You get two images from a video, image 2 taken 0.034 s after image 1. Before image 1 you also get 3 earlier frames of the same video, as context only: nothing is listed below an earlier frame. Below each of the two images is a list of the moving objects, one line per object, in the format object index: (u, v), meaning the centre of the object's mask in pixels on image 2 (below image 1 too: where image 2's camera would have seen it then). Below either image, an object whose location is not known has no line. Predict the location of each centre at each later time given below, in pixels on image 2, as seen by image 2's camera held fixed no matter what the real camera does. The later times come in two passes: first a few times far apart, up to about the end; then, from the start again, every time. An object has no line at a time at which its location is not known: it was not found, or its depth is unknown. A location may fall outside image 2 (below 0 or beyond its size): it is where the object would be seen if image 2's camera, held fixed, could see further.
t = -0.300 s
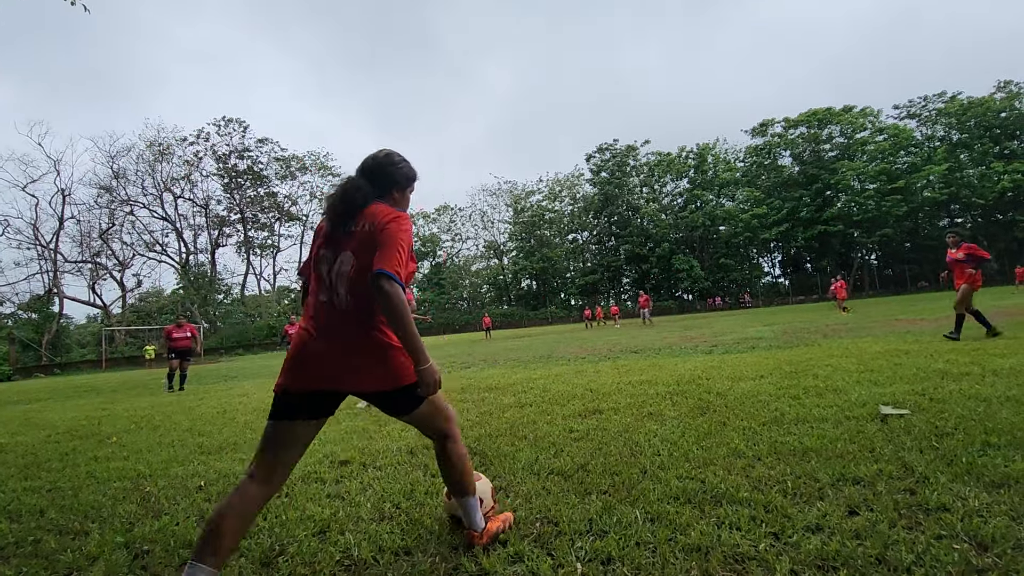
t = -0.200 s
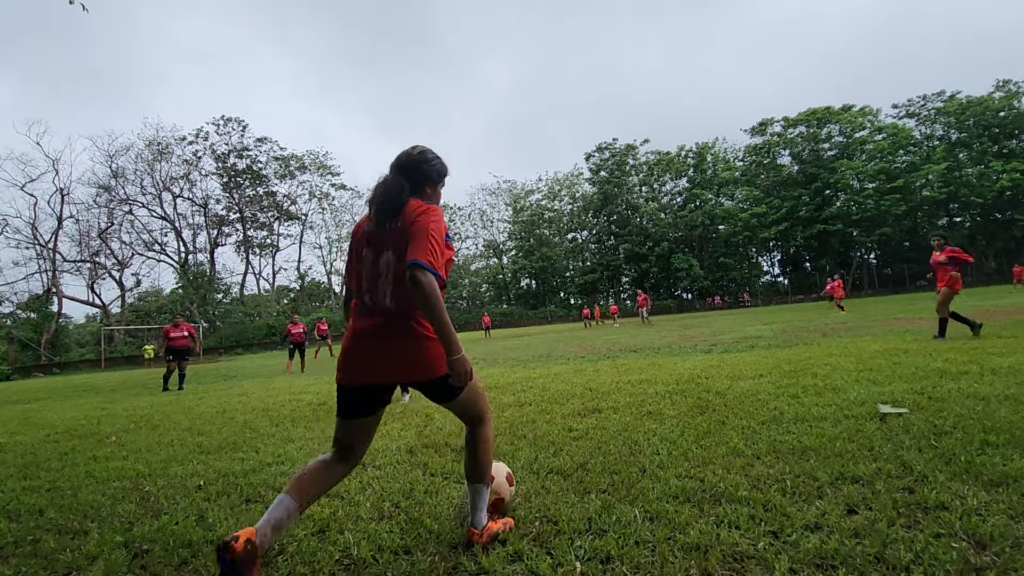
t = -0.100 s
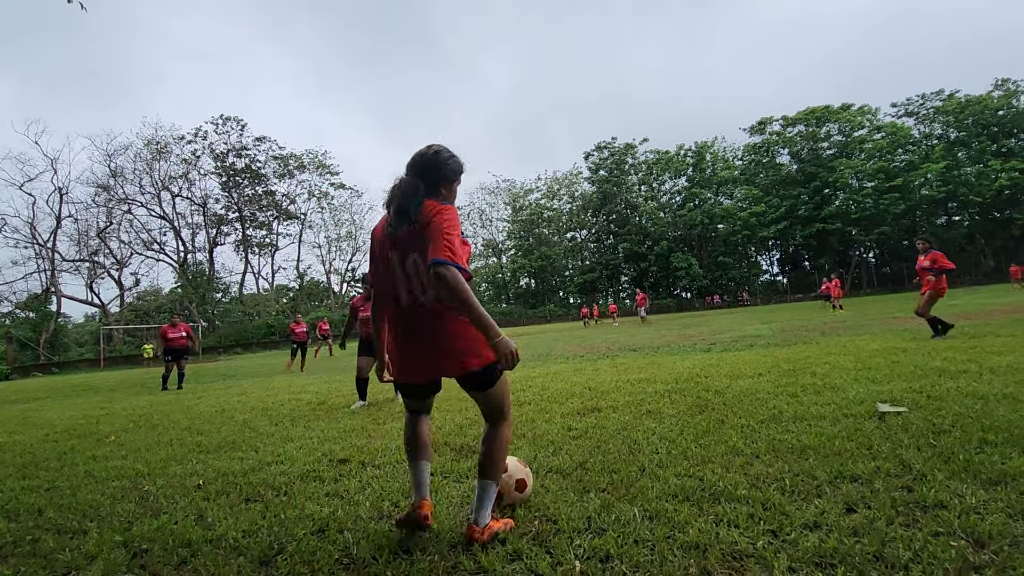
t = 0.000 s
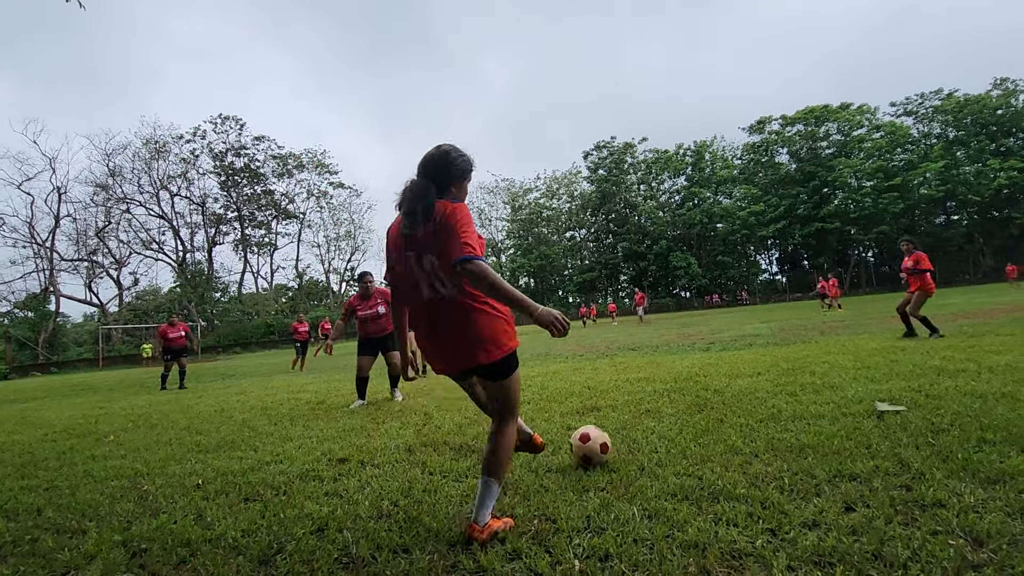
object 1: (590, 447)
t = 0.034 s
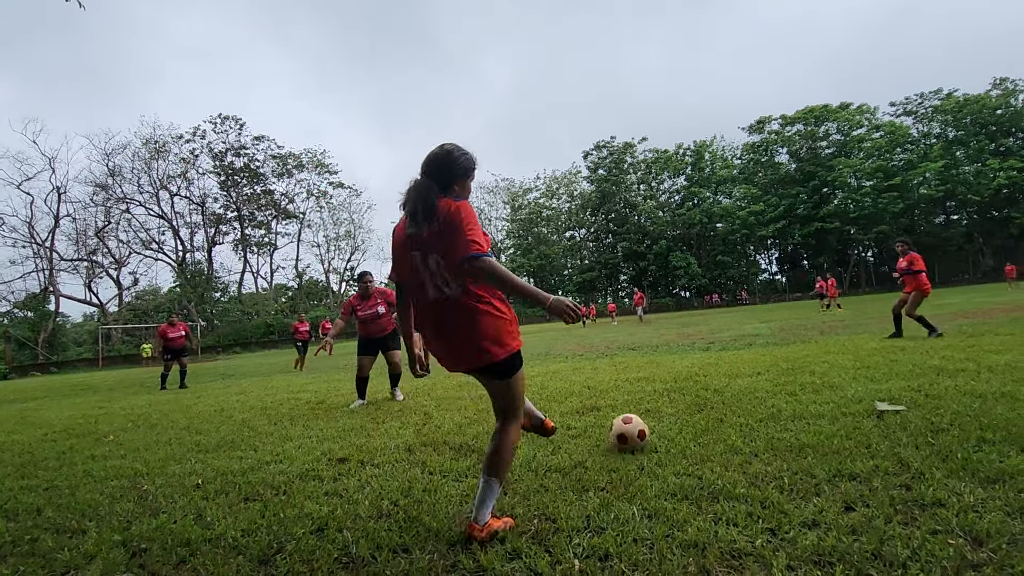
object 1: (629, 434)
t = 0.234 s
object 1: (762, 381)
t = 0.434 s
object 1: (829, 357)
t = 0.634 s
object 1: (869, 343)
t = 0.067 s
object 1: (660, 421)
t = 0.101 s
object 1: (685, 410)
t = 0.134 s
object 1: (708, 399)
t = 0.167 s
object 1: (728, 391)
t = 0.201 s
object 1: (746, 385)
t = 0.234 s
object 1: (762, 381)
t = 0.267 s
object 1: (776, 377)
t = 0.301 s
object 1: (788, 371)
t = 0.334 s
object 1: (799, 366)
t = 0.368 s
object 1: (810, 362)
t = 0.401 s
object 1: (820, 359)
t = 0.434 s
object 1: (829, 357)
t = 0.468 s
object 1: (837, 354)
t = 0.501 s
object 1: (844, 351)
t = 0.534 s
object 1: (851, 349)
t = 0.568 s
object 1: (857, 346)
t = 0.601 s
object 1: (863, 344)
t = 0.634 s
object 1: (869, 343)
